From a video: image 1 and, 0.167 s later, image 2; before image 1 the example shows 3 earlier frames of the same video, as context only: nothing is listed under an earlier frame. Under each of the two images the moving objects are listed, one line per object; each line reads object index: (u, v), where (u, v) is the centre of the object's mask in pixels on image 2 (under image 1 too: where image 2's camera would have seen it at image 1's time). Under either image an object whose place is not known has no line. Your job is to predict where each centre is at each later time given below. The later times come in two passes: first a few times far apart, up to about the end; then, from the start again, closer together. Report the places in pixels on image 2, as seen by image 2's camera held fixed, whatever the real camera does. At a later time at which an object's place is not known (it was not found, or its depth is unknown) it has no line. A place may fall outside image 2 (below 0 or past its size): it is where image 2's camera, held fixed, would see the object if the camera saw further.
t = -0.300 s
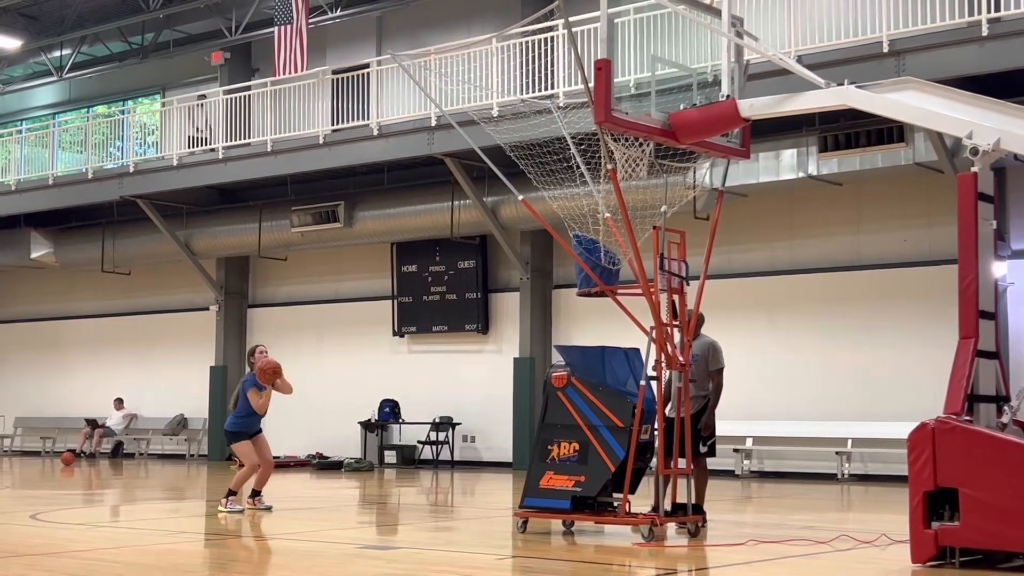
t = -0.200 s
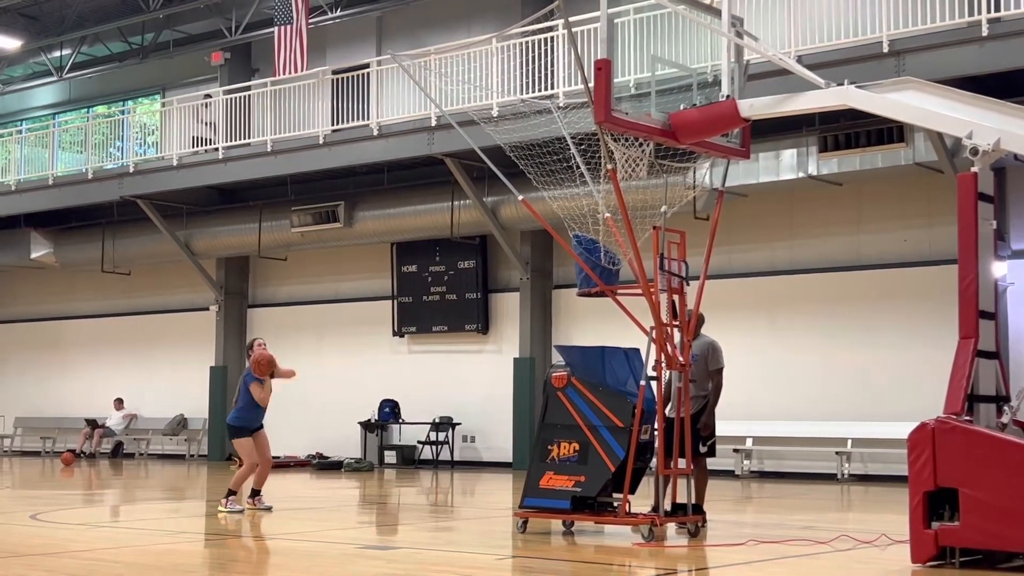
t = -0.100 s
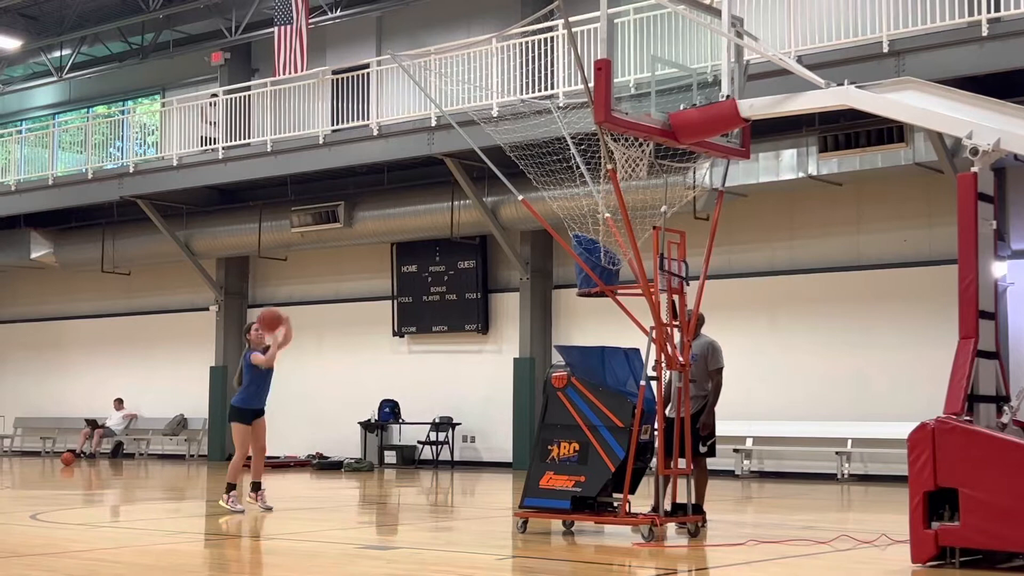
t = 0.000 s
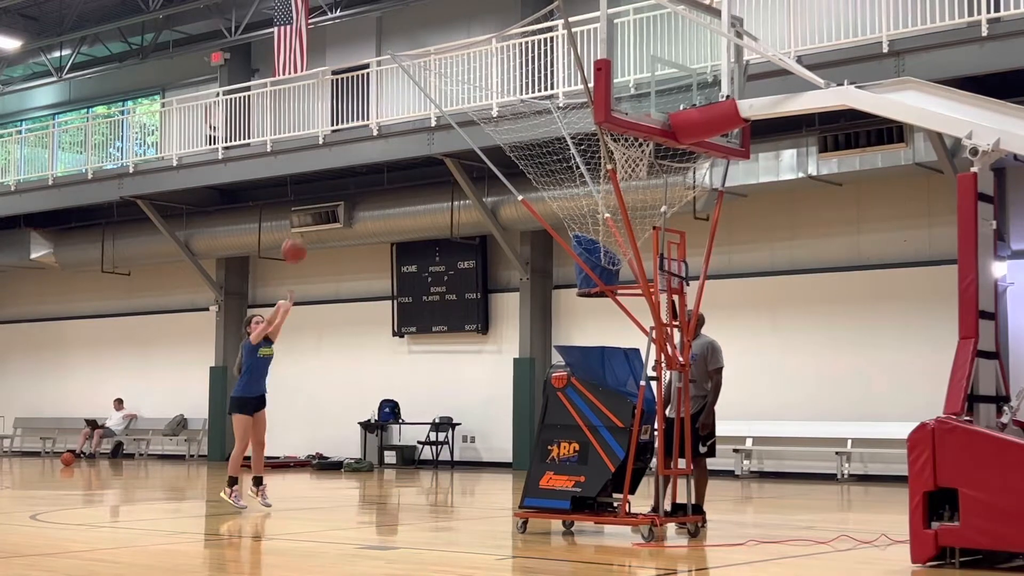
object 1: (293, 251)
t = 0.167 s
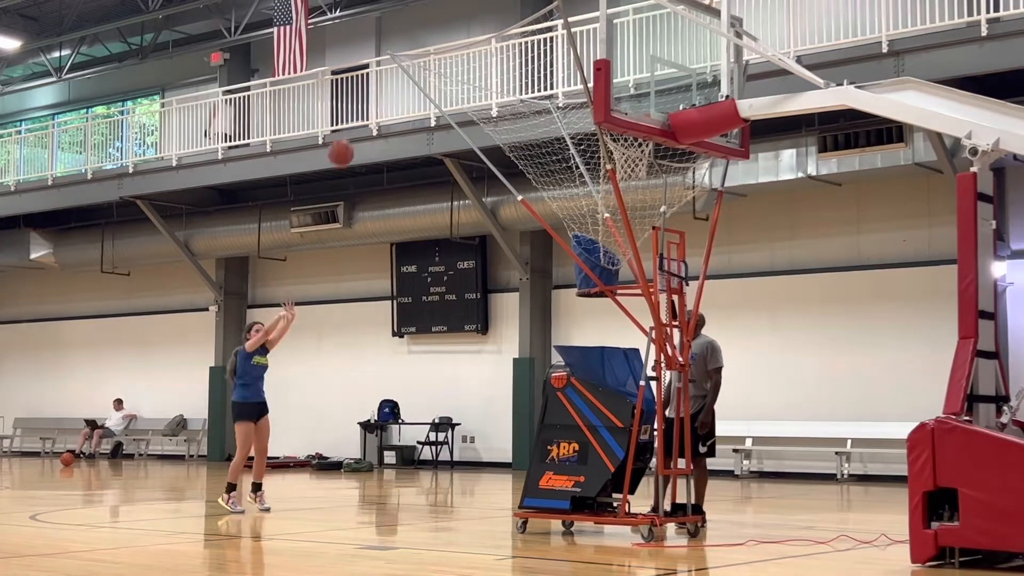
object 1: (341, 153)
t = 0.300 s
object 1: (379, 94)
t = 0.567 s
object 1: (459, 30)
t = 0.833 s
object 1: (544, 46)
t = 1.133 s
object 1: (643, 155)
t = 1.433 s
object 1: (648, 215)
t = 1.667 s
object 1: (597, 252)
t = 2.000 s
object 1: (613, 253)
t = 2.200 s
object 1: (611, 253)
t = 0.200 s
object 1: (351, 137)
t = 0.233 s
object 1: (360, 122)
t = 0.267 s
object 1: (370, 107)
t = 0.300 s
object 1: (379, 94)
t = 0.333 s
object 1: (389, 82)
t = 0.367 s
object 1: (396, 74)
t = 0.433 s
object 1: (419, 52)
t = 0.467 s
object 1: (429, 45)
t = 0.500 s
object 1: (439, 38)
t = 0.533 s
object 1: (449, 34)
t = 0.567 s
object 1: (459, 30)
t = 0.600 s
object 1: (469, 27)
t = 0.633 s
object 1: (479, 26)
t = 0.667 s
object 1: (490, 25)
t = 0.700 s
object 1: (500, 27)
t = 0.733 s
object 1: (511, 30)
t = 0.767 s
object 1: (522, 34)
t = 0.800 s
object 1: (532, 39)
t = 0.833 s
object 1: (544, 46)
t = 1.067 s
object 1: (619, 138)
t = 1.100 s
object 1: (635, 144)
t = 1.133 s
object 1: (643, 155)
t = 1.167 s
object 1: (642, 152)
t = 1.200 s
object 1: (650, 155)
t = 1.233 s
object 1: (652, 160)
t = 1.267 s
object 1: (654, 165)
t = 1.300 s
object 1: (653, 173)
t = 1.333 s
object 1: (651, 182)
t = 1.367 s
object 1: (651, 192)
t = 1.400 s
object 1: (649, 204)
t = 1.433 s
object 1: (648, 215)
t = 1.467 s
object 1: (644, 226)
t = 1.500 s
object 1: (642, 235)
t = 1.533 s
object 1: (635, 243)
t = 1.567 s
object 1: (623, 248)
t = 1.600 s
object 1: (614, 251)
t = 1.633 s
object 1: (606, 254)
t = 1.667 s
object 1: (597, 252)
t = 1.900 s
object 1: (598, 252)
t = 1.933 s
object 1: (603, 252)
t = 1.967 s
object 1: (608, 253)
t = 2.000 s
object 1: (613, 253)
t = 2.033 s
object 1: (613, 254)
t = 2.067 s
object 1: (614, 254)
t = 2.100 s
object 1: (614, 254)
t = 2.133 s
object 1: (613, 253)
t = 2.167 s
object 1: (612, 253)
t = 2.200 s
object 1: (611, 253)
